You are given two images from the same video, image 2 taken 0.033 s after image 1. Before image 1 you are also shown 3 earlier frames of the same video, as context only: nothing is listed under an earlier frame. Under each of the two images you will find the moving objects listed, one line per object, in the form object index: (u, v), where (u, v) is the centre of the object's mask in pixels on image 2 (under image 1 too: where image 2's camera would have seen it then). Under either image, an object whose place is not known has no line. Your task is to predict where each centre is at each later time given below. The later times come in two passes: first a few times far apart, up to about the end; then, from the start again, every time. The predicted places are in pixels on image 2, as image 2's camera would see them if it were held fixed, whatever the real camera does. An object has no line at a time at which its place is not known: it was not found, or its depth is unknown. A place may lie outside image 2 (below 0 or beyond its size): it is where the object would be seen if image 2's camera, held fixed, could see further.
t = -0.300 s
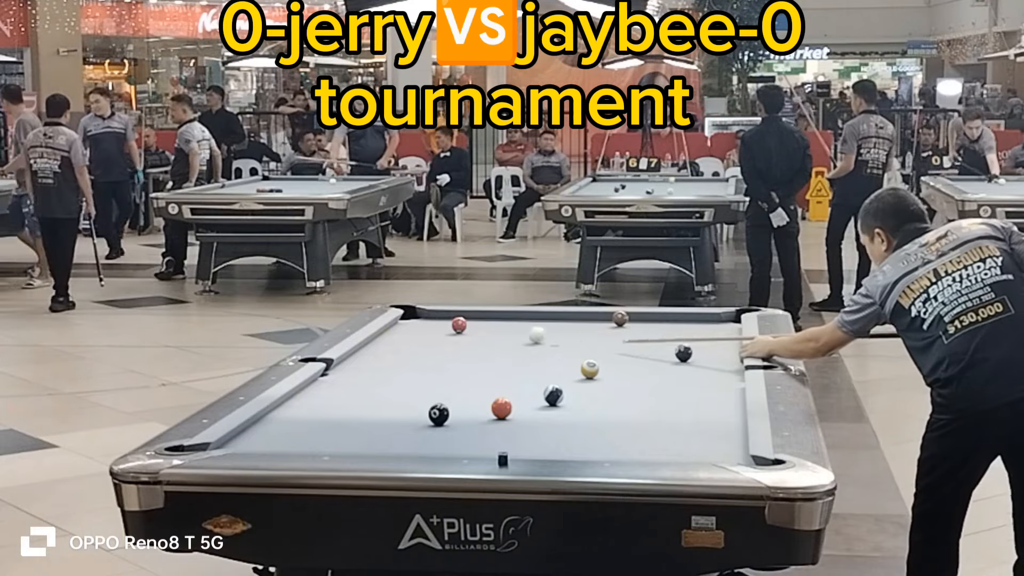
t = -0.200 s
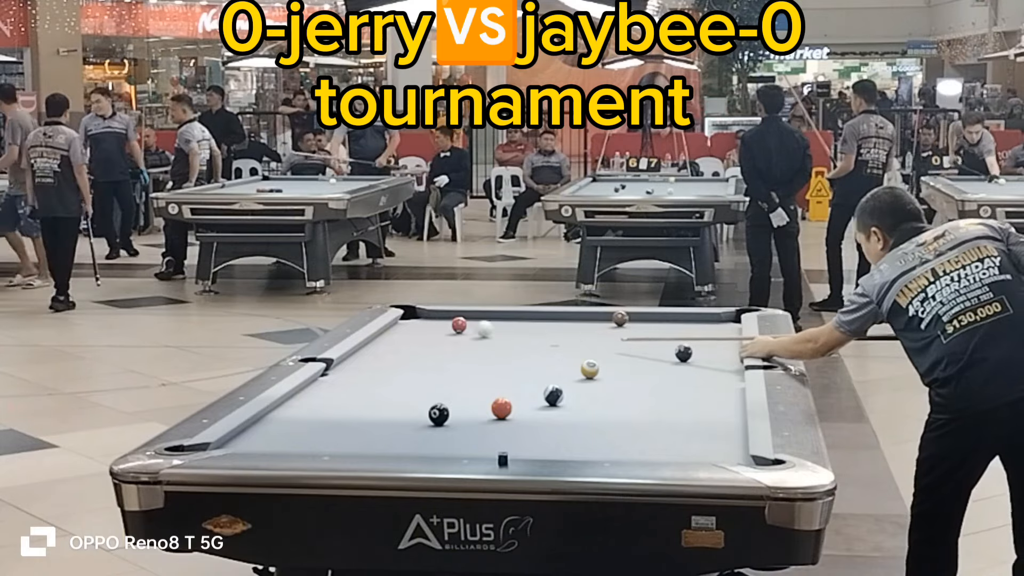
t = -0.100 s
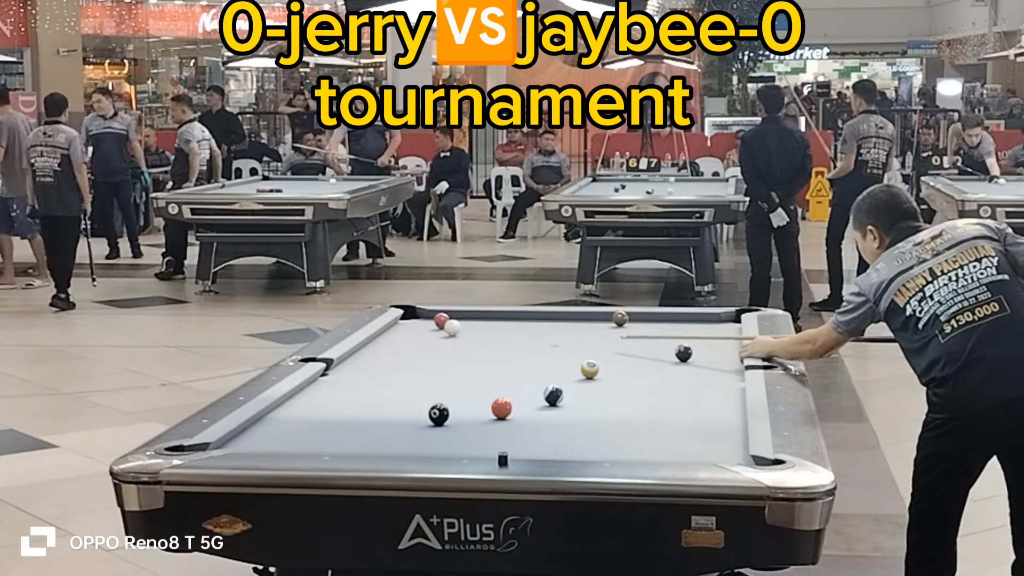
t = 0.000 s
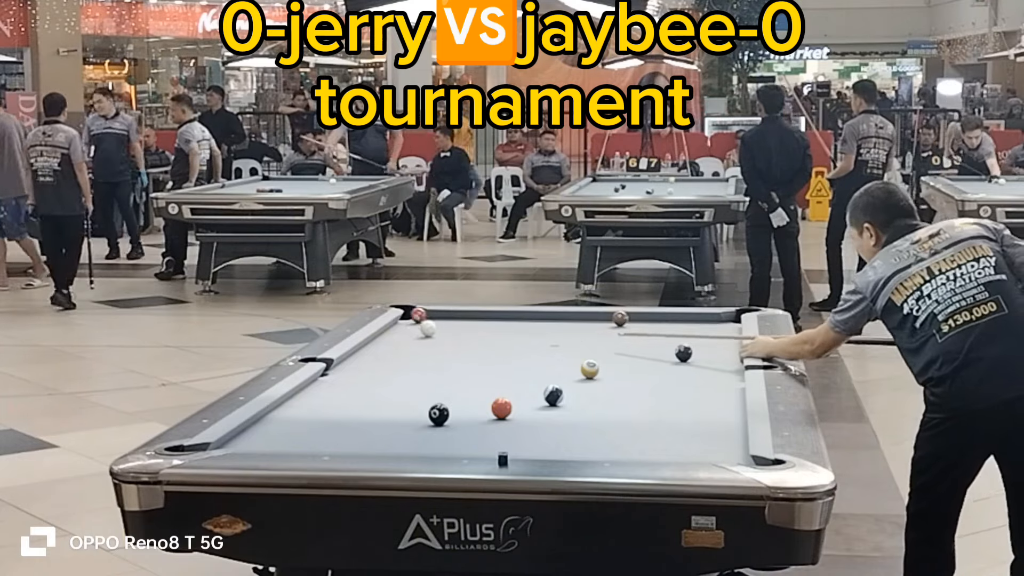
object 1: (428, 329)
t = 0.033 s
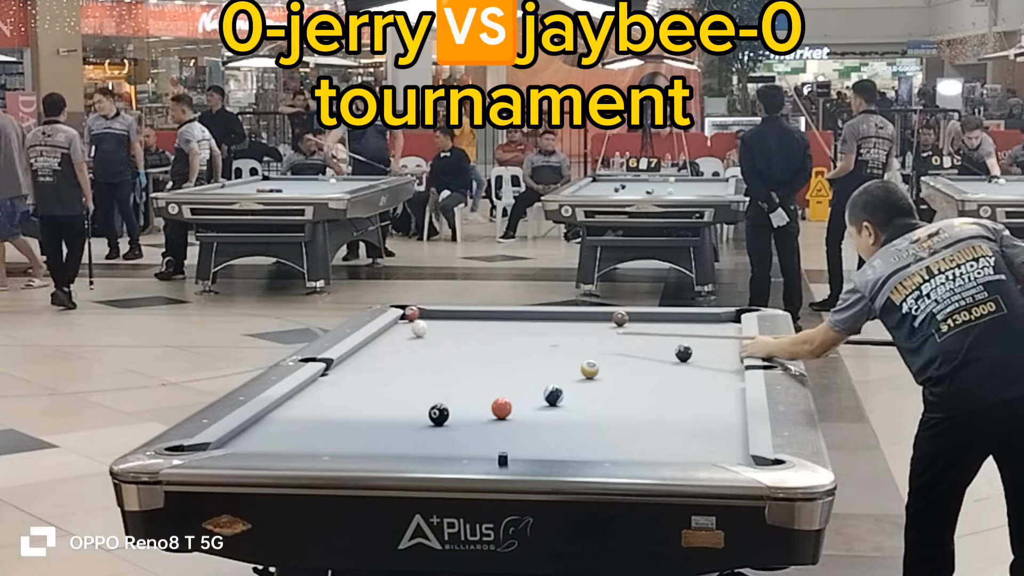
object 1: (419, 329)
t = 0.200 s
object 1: (400, 329)
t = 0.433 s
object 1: (435, 329)
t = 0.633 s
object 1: (463, 329)
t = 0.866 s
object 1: (495, 329)
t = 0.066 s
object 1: (410, 329)
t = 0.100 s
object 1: (401, 330)
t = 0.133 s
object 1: (391, 329)
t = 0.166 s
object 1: (393, 329)
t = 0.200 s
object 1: (400, 329)
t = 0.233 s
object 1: (405, 329)
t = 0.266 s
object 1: (410, 329)
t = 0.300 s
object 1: (415, 329)
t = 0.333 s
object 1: (420, 329)
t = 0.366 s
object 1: (425, 329)
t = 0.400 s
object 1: (430, 329)
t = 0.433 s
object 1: (435, 329)
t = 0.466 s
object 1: (440, 329)
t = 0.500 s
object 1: (444, 329)
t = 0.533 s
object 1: (449, 329)
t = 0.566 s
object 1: (454, 329)
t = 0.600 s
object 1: (459, 329)
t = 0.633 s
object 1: (463, 329)
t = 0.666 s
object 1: (468, 329)
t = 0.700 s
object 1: (473, 329)
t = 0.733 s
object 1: (477, 329)
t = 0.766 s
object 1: (482, 329)
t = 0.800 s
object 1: (487, 329)
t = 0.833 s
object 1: (491, 329)
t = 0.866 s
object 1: (495, 329)
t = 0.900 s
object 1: (500, 329)
